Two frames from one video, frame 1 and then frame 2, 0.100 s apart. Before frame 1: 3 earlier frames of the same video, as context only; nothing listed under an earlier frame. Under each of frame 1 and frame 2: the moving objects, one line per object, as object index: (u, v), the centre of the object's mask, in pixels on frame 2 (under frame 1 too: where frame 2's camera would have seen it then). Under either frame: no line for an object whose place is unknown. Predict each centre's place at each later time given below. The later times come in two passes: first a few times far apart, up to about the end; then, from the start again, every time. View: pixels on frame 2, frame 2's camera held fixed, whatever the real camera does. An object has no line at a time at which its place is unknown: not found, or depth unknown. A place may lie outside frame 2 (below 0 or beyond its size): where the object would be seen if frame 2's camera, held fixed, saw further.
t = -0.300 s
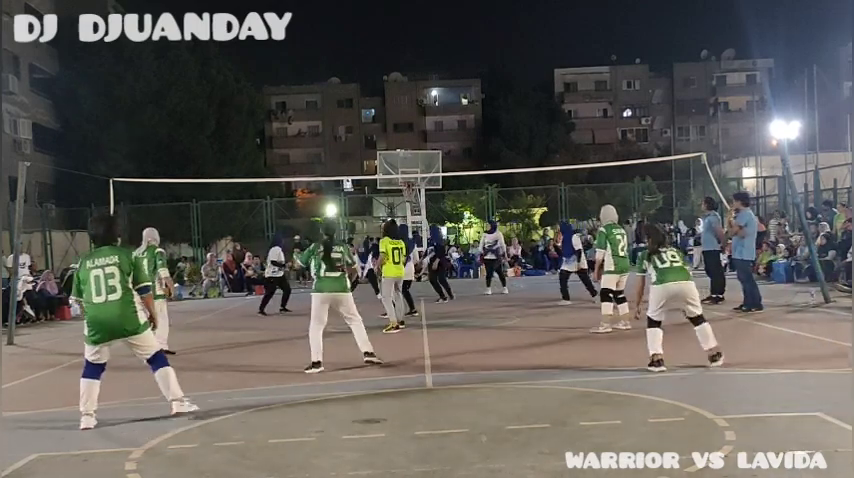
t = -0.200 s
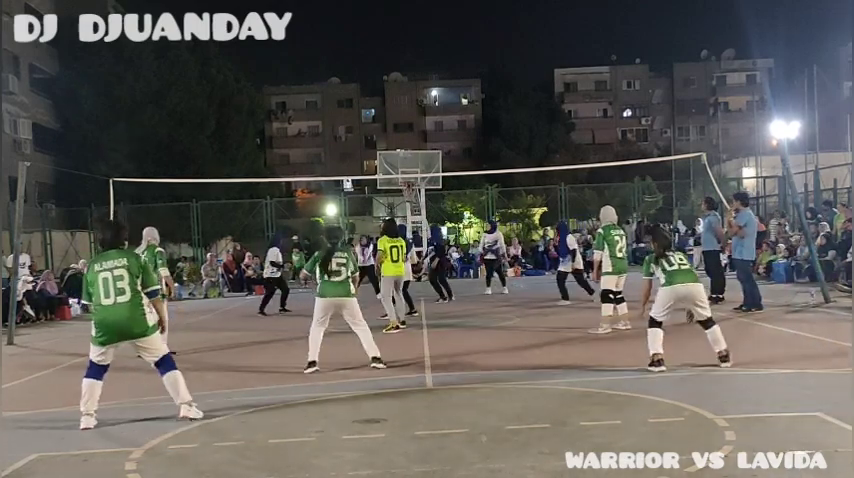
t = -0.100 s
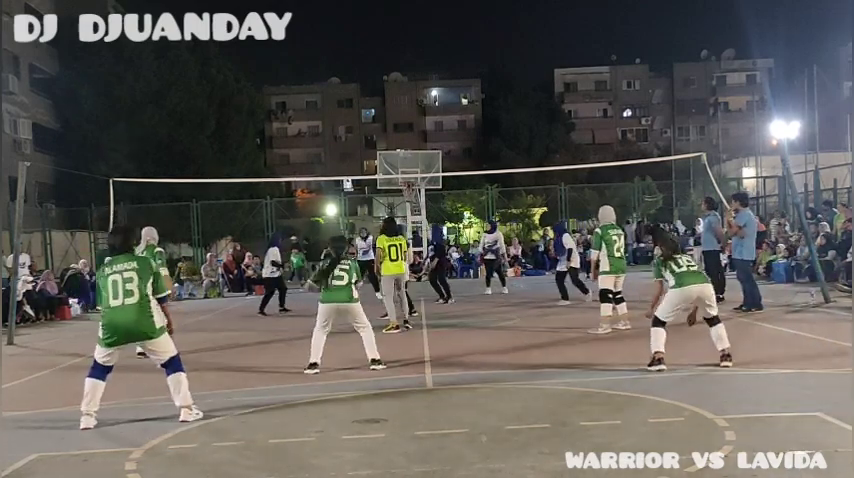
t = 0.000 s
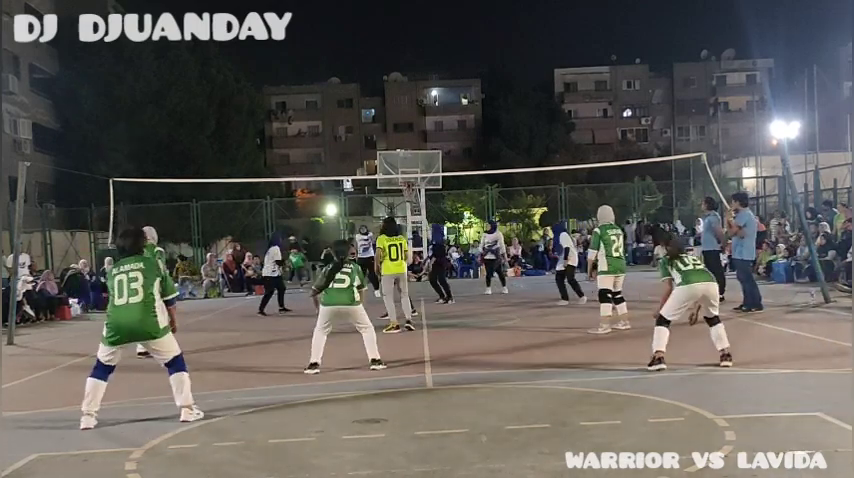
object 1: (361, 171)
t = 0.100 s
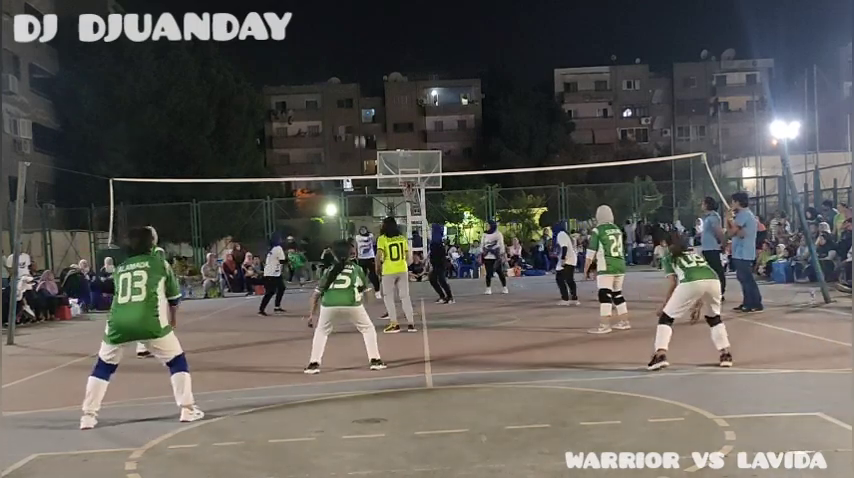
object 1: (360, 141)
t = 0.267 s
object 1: (358, 98)
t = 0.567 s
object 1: (358, 53)
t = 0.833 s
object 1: (359, 47)
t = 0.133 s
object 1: (360, 132)
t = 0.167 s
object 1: (359, 123)
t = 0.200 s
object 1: (358, 114)
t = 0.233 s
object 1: (359, 106)
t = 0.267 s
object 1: (358, 98)
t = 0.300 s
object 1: (358, 90)
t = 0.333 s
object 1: (358, 84)
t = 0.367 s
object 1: (358, 78)
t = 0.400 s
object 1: (358, 73)
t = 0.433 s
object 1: (358, 68)
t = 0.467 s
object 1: (358, 63)
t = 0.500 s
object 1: (358, 59)
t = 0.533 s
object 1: (358, 56)
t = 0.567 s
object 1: (358, 53)
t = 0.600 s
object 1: (358, 50)
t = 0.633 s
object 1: (358, 49)
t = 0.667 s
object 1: (358, 47)
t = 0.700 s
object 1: (358, 46)
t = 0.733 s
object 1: (358, 46)
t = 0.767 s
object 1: (358, 46)
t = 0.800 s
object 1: (358, 46)
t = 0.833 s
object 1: (359, 47)
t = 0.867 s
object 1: (359, 49)
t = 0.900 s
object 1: (359, 52)
